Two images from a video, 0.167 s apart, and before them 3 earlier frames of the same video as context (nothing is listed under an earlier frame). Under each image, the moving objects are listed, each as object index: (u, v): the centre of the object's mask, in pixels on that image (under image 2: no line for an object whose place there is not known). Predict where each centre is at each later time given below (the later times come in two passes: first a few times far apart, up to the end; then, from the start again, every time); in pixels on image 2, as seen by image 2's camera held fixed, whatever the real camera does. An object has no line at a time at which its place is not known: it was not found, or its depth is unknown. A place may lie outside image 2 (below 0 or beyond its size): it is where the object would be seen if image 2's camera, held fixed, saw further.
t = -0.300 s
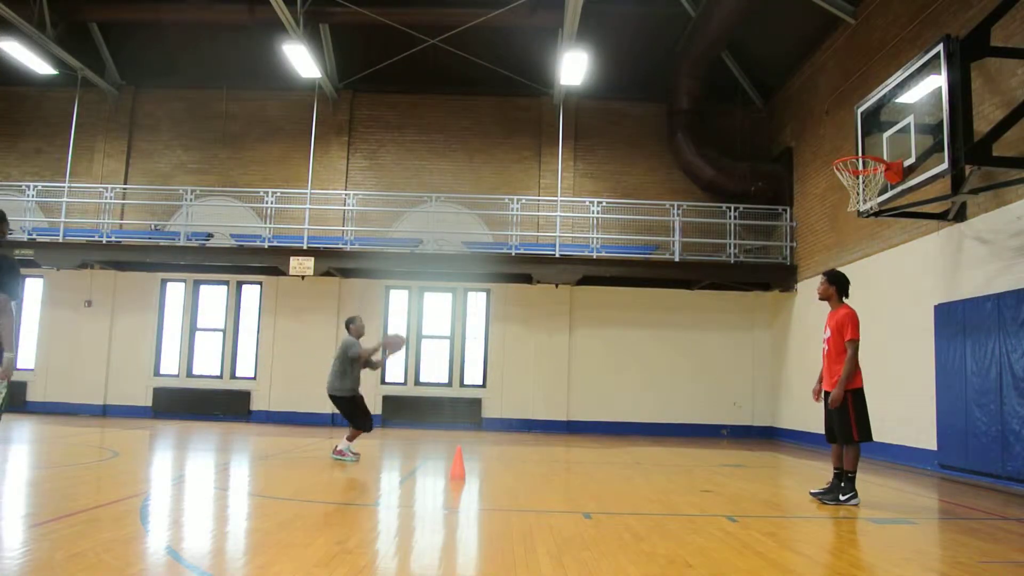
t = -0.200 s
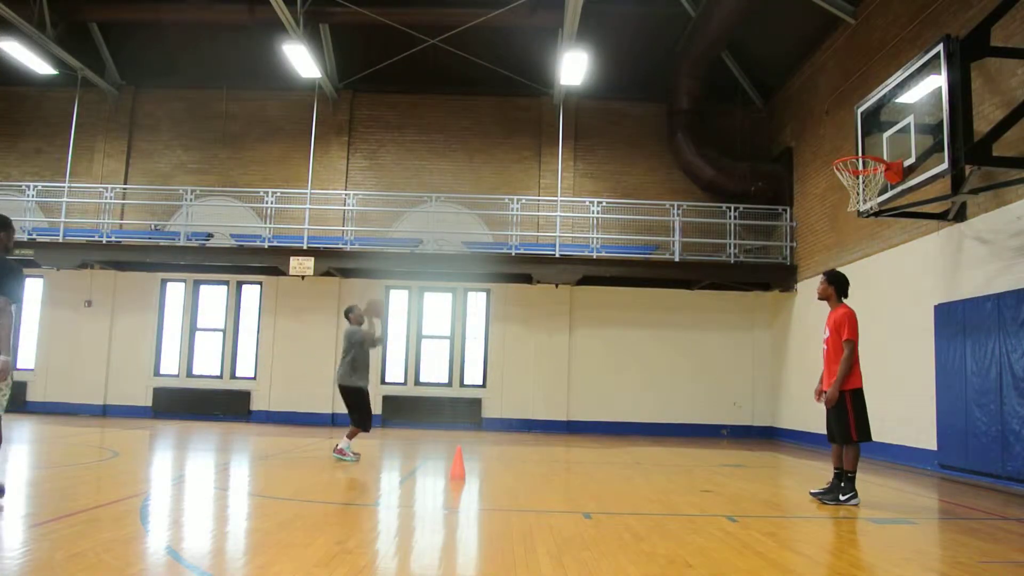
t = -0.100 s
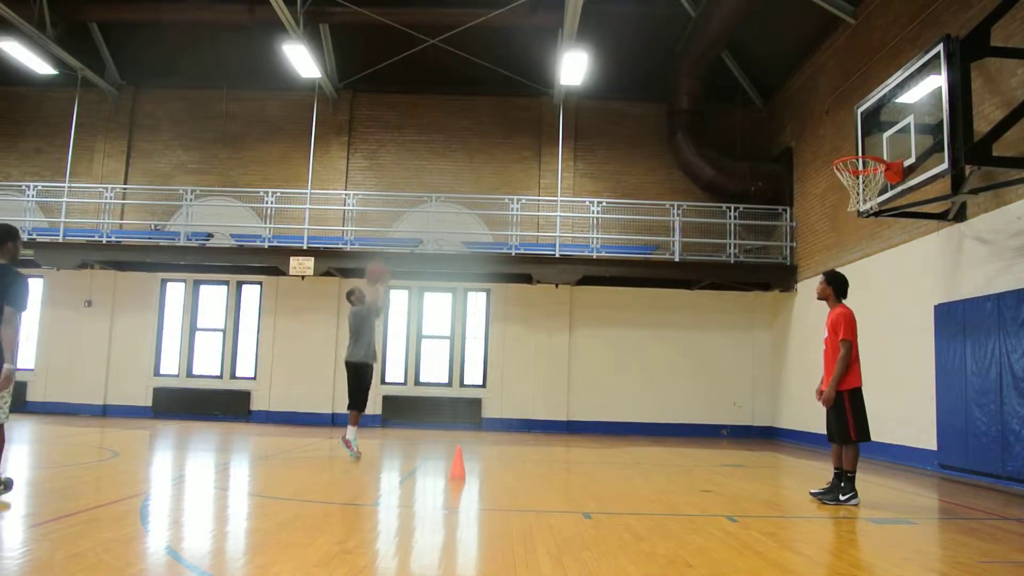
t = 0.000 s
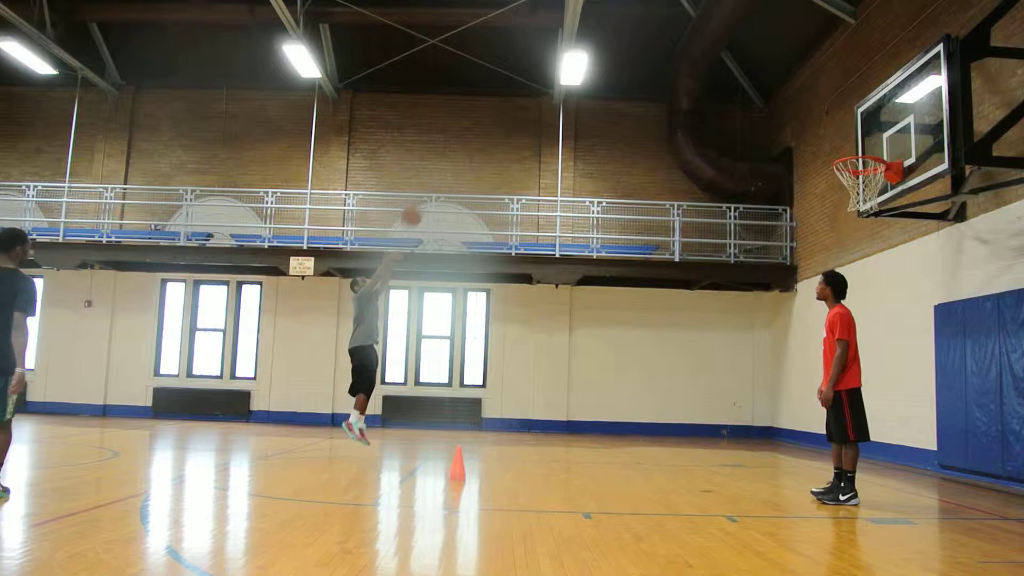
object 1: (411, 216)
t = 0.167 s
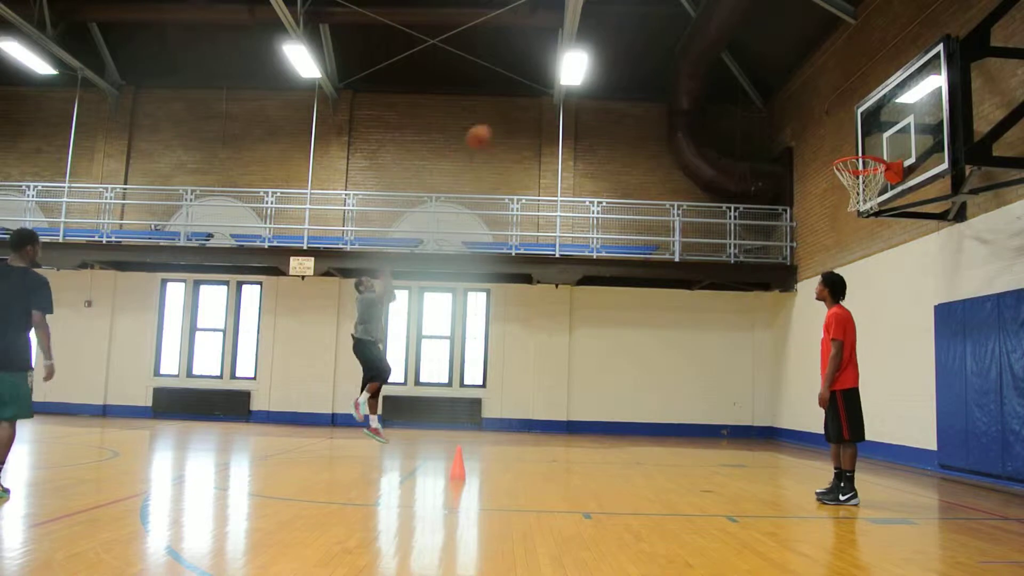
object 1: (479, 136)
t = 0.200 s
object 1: (492, 124)
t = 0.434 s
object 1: (589, 52)
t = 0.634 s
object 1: (666, 37)
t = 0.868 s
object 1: (766, 58)
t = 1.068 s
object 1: (854, 118)
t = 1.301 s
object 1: (872, 116)
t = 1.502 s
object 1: (850, 103)
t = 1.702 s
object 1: (828, 130)
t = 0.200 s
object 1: (492, 124)
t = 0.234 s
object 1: (506, 111)
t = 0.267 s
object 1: (519, 100)
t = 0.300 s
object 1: (532, 90)
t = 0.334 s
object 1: (545, 81)
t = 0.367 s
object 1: (556, 72)
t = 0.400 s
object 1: (570, 62)
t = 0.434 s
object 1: (589, 52)
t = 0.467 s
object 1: (601, 50)
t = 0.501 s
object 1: (613, 47)
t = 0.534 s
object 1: (626, 43)
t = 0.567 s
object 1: (639, 40)
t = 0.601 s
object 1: (652, 38)
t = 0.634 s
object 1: (666, 37)
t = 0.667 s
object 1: (679, 37)
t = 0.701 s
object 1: (694, 38)
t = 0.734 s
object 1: (707, 40)
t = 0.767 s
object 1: (722, 43)
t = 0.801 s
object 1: (737, 47)
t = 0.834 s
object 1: (751, 52)
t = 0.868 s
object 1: (766, 58)
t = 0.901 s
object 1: (779, 65)
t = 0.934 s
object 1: (793, 74)
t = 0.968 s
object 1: (807, 82)
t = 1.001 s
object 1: (823, 92)
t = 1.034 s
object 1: (839, 106)
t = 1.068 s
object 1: (854, 118)
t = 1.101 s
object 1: (871, 133)
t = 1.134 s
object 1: (887, 150)
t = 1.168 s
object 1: (887, 146)
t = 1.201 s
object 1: (883, 136)
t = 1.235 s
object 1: (879, 128)
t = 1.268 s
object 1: (875, 122)
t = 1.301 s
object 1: (872, 116)
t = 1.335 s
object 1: (867, 111)
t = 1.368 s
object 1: (865, 108)
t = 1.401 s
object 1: (860, 105)
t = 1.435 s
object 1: (857, 103)
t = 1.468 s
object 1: (853, 102)
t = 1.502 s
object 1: (850, 103)
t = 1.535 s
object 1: (845, 105)
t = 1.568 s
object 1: (841, 108)
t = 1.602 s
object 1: (839, 112)
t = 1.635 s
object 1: (835, 116)
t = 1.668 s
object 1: (831, 123)
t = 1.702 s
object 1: (828, 130)
